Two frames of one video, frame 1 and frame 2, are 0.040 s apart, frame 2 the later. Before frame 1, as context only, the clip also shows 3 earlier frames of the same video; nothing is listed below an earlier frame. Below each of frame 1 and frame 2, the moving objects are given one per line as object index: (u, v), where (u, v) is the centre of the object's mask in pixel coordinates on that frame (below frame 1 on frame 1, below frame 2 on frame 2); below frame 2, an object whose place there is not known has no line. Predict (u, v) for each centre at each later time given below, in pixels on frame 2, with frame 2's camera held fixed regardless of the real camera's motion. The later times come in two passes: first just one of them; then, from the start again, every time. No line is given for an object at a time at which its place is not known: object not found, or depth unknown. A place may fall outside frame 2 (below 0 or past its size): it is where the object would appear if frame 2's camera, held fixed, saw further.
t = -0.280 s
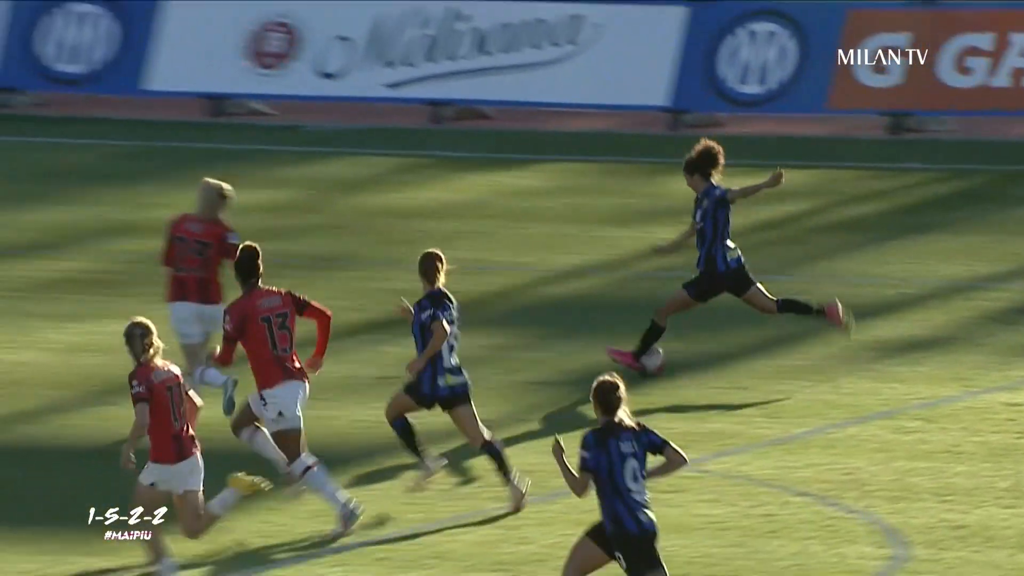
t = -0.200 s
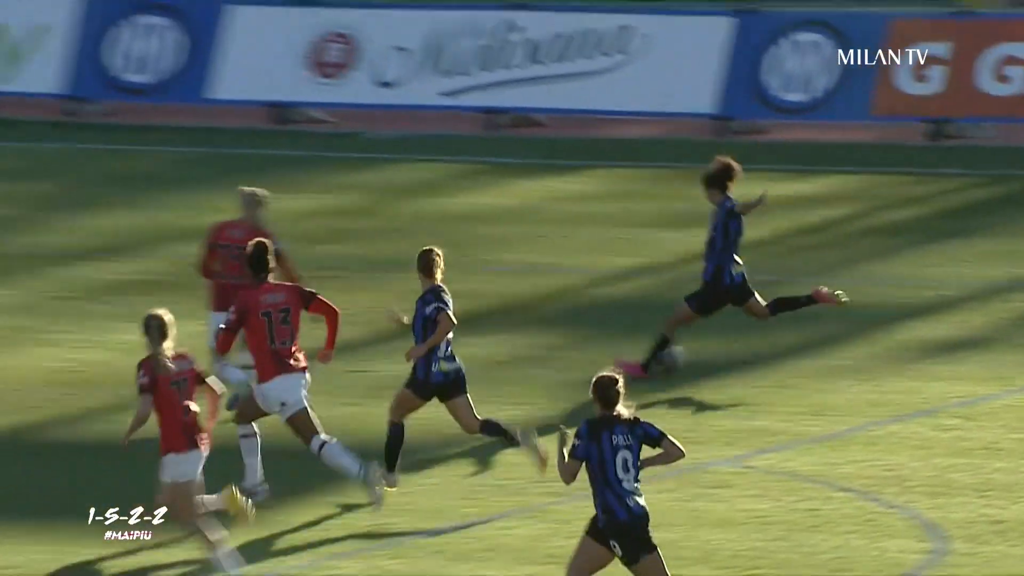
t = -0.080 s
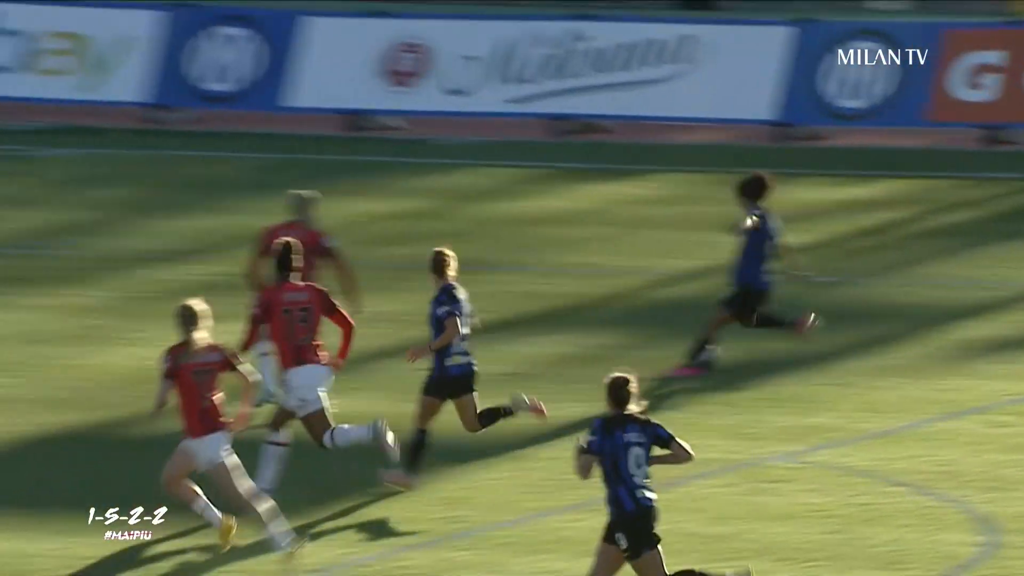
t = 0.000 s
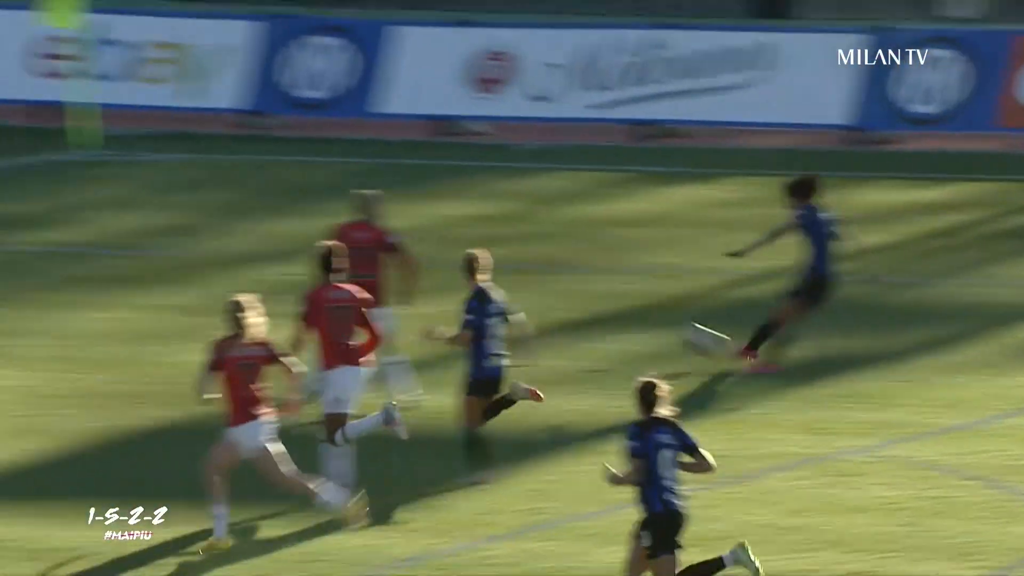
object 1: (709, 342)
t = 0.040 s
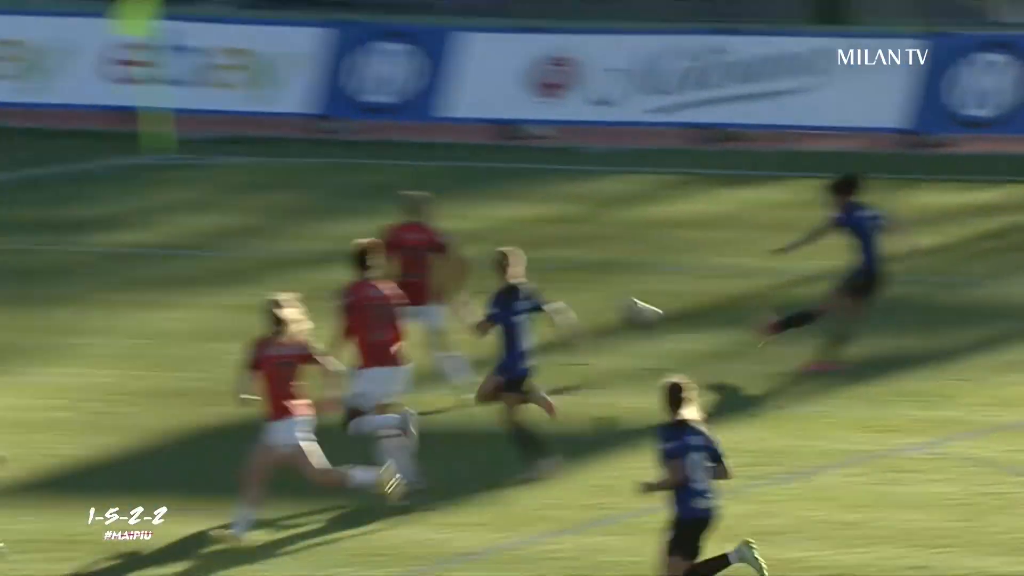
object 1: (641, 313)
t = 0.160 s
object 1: (527, 302)
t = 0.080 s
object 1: (587, 304)
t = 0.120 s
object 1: (532, 298)
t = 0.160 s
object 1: (527, 302)
